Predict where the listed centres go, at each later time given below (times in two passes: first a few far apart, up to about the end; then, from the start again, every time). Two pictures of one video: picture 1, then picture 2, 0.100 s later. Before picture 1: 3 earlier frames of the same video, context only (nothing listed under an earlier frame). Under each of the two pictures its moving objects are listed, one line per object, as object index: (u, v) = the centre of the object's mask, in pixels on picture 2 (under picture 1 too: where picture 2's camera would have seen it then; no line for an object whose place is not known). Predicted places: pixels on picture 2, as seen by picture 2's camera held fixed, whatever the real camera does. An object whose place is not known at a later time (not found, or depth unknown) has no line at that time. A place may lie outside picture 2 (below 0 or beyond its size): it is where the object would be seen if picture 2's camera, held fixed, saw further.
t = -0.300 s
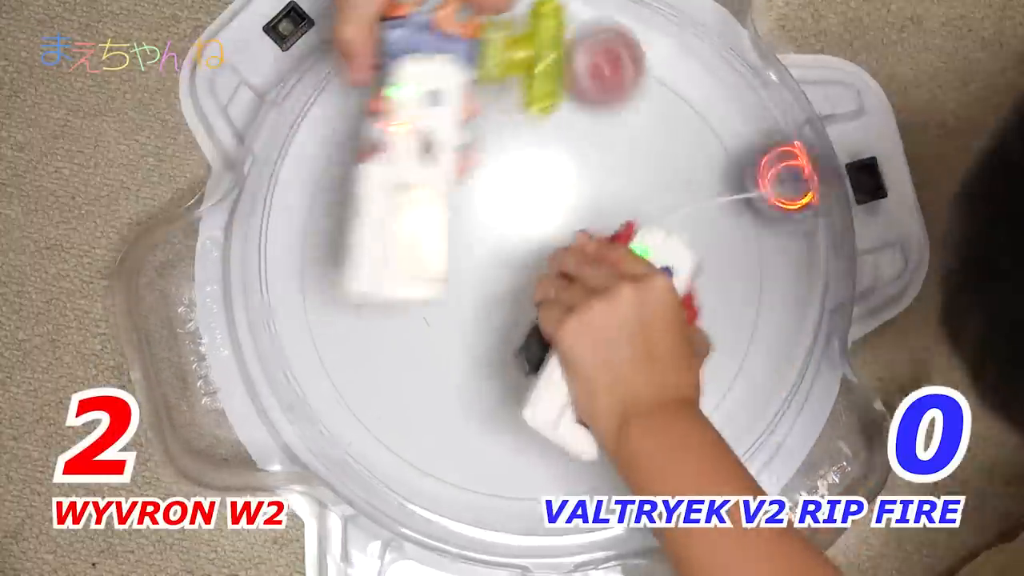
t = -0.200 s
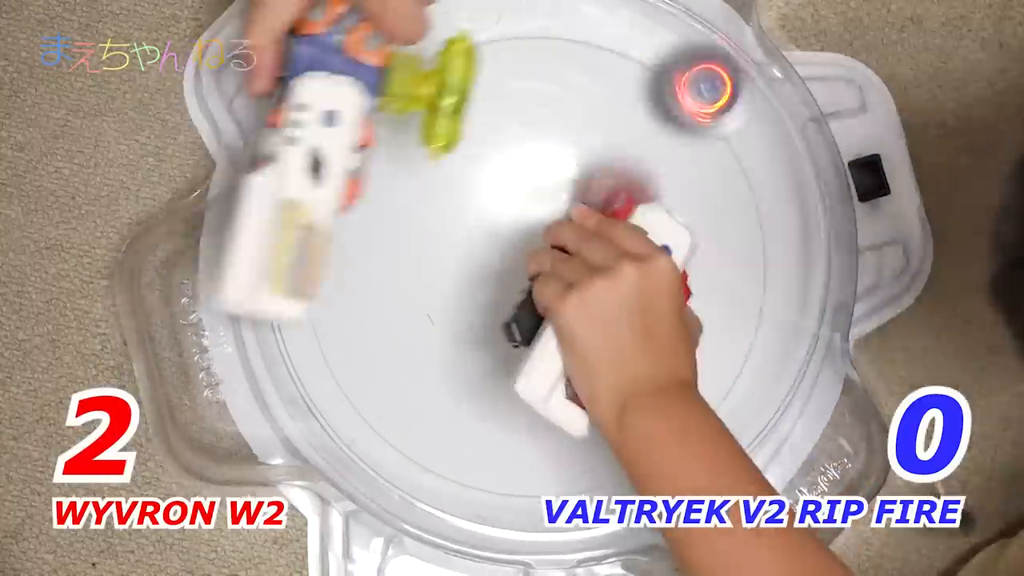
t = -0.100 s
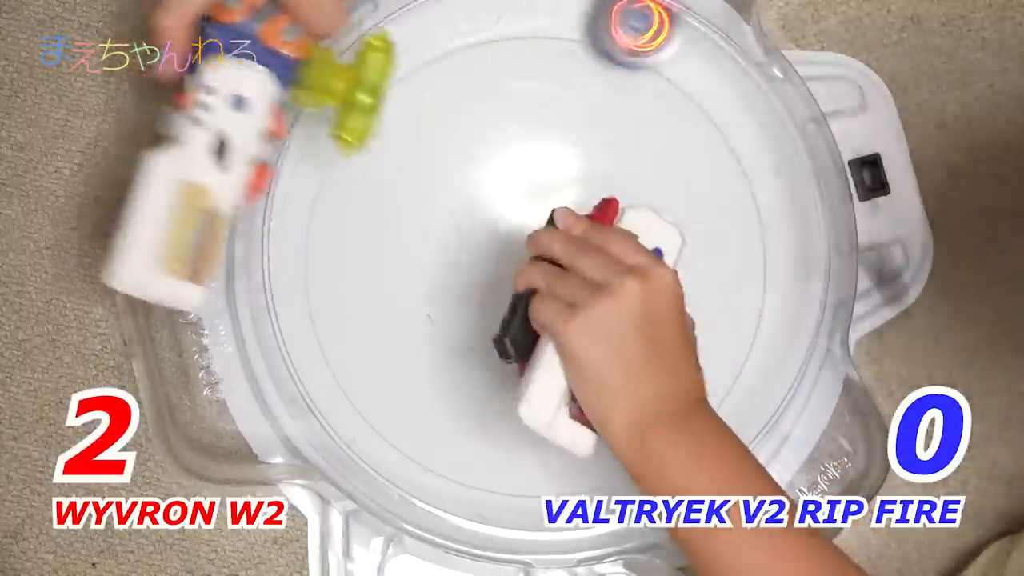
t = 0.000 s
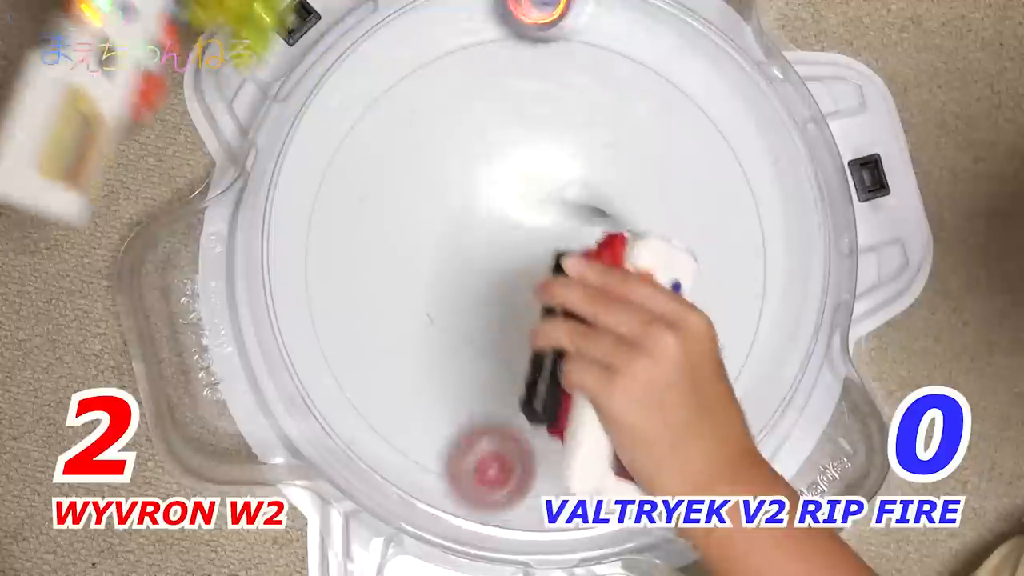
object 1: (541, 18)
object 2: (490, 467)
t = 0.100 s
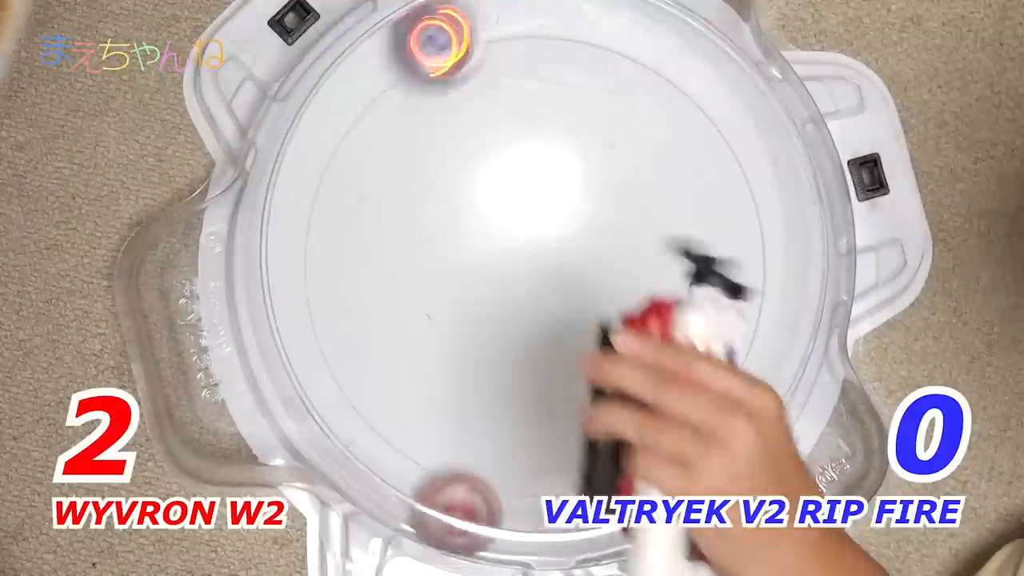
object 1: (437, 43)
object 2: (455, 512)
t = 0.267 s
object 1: (312, 261)
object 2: (495, 408)
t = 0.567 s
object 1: (675, 429)
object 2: (660, 171)
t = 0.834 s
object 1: (694, 105)
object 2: (539, 66)
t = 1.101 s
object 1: (456, 162)
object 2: (357, 266)
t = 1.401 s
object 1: (494, 359)
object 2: (639, 474)
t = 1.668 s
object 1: (699, 241)
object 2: (771, 369)
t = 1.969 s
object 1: (474, 52)
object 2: (684, 207)
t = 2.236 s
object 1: (358, 382)
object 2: (460, 232)
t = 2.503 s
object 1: (745, 367)
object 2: (439, 412)
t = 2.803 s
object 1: (627, 22)
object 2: (574, 378)
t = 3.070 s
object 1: (408, 200)
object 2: (531, 235)
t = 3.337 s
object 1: (566, 415)
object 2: (408, 223)
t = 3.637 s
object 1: (750, 227)
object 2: (446, 287)
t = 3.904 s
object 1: (534, 90)
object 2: (525, 263)
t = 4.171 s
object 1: (383, 306)
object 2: (559, 219)
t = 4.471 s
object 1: (589, 456)
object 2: (561, 211)
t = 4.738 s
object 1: (708, 250)
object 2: (562, 228)
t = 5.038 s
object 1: (462, 129)
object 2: (570, 259)
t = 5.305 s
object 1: (346, 319)
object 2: (570, 282)
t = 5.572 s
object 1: (540, 435)
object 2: (560, 298)
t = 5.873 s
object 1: (657, 203)
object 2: (540, 301)
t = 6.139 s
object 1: (474, 83)
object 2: (514, 297)
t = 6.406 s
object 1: (355, 257)
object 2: (496, 286)
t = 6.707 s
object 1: (579, 380)
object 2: (490, 267)
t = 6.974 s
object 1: (702, 207)
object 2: (499, 247)
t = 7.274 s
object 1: (521, 87)
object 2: (515, 231)
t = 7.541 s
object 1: (414, 275)
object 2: (538, 224)
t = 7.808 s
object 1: (574, 409)
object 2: (556, 231)
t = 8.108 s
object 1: (704, 255)
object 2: (567, 250)
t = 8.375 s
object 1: (537, 142)
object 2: (567, 273)
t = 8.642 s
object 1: (395, 273)
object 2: (556, 290)
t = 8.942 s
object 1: (517, 425)
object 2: (536, 296)
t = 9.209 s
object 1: (647, 293)
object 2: (519, 291)
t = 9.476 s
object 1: (547, 135)
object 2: (506, 278)
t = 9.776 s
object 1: (379, 211)
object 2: (505, 258)
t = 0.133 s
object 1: (403, 72)
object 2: (457, 499)
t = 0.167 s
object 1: (369, 109)
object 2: (463, 483)
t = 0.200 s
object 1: (344, 157)
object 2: (470, 465)
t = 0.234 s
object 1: (323, 206)
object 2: (481, 440)
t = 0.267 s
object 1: (312, 261)
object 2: (495, 408)
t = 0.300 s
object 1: (326, 314)
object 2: (512, 375)
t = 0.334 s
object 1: (344, 364)
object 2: (532, 339)
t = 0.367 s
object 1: (375, 411)
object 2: (553, 306)
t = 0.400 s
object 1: (420, 450)
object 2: (578, 273)
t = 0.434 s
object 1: (473, 475)
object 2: (600, 246)
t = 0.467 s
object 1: (524, 478)
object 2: (622, 223)
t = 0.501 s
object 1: (576, 466)
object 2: (640, 204)
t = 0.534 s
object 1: (633, 458)
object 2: (652, 187)
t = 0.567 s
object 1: (675, 429)
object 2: (660, 171)
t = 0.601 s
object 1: (710, 390)
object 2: (663, 153)
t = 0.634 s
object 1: (741, 343)
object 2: (663, 135)
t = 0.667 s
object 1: (755, 293)
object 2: (659, 121)
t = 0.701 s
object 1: (758, 244)
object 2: (652, 109)
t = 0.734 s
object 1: (746, 186)
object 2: (642, 100)
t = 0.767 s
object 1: (720, 141)
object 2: (630, 95)
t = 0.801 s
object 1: (704, 116)
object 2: (593, 82)
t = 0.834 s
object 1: (694, 105)
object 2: (539, 66)
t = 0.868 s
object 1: (679, 101)
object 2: (489, 60)
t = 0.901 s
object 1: (656, 103)
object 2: (444, 64)
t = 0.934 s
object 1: (625, 106)
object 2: (406, 83)
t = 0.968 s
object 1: (590, 109)
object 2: (380, 112)
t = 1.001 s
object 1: (556, 112)
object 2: (363, 146)
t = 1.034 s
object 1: (520, 121)
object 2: (354, 184)
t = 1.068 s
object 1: (483, 137)
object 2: (353, 224)
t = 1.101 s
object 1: (456, 162)
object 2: (357, 266)
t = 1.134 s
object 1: (431, 195)
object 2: (370, 304)
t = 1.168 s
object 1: (416, 229)
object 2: (390, 341)
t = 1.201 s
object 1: (409, 268)
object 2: (413, 372)
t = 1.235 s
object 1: (412, 305)
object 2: (440, 401)
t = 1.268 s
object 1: (418, 320)
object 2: (477, 446)
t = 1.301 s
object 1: (428, 329)
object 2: (517, 481)
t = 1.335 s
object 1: (444, 339)
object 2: (555, 479)
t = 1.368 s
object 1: (466, 350)
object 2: (601, 474)
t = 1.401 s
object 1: (494, 359)
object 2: (639, 474)
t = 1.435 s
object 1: (526, 364)
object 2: (669, 472)
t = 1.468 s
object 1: (556, 365)
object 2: (697, 469)
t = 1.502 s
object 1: (591, 357)
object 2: (720, 464)
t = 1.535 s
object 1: (621, 345)
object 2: (734, 452)
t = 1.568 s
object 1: (648, 327)
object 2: (747, 432)
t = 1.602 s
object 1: (670, 303)
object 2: (758, 411)
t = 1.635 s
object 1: (686, 275)
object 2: (765, 391)
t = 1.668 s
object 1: (699, 241)
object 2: (771, 369)
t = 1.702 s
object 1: (703, 206)
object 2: (775, 349)
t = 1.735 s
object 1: (699, 173)
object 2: (776, 329)
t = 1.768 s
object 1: (685, 134)
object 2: (774, 309)
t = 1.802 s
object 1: (667, 104)
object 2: (771, 292)
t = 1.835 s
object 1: (638, 78)
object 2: (762, 275)
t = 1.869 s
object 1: (602, 57)
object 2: (748, 256)
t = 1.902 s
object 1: (561, 45)
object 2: (730, 239)
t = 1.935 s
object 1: (519, 43)
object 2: (708, 222)
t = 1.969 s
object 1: (474, 52)
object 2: (684, 207)
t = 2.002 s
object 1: (433, 68)
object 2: (657, 194)
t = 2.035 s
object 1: (394, 98)
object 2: (628, 186)
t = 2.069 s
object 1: (363, 134)
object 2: (598, 182)
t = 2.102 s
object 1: (340, 181)
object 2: (568, 184)
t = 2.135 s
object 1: (329, 227)
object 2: (538, 189)
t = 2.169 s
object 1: (329, 278)
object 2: (508, 199)
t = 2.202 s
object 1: (339, 331)
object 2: (482, 215)
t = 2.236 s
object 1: (358, 382)
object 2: (460, 232)
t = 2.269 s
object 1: (385, 422)
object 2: (441, 253)
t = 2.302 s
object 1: (433, 463)
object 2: (427, 277)
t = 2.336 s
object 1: (488, 485)
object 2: (418, 301)
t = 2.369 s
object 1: (532, 483)
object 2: (413, 326)
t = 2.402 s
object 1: (596, 467)
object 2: (413, 350)
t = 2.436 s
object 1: (657, 451)
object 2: (417, 373)
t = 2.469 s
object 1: (707, 414)
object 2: (426, 395)
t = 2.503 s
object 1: (745, 367)
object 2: (439, 412)
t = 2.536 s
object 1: (773, 316)
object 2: (456, 426)
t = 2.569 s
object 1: (788, 267)
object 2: (475, 436)
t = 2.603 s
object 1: (784, 218)
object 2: (493, 439)
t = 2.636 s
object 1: (774, 172)
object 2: (510, 437)
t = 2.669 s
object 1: (754, 132)
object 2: (528, 431)
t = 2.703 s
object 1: (729, 92)
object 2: (543, 422)
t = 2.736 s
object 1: (696, 63)
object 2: (555, 410)
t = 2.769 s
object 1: (663, 34)
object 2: (567, 394)
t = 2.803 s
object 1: (627, 22)
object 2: (574, 378)
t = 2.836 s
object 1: (588, 13)
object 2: (577, 360)
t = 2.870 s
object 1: (545, 9)
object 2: (579, 342)
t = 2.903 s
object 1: (507, 12)
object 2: (577, 322)
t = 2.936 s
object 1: (483, 36)
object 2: (573, 303)
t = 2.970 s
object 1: (461, 68)
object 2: (566, 285)
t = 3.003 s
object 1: (441, 111)
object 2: (557, 267)
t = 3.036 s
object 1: (420, 158)
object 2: (545, 250)
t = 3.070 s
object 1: (408, 200)
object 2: (531, 235)
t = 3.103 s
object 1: (404, 242)
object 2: (515, 223)
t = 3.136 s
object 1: (409, 282)
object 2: (499, 212)
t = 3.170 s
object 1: (422, 319)
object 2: (480, 205)
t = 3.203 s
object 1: (444, 352)
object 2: (463, 202)
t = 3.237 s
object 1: (470, 377)
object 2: (446, 202)
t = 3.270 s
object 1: (500, 398)
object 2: (432, 206)
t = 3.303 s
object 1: (533, 410)
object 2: (419, 213)
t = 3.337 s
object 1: (566, 415)
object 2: (408, 223)
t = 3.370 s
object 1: (598, 413)
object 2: (401, 233)
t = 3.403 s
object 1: (630, 406)
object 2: (400, 244)
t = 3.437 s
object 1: (661, 393)
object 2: (402, 254)
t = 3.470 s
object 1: (688, 374)
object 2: (405, 264)
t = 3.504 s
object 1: (712, 350)
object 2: (411, 272)
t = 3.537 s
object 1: (731, 323)
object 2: (418, 278)
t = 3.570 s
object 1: (744, 293)
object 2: (427, 283)
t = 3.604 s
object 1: (751, 259)
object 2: (436, 286)
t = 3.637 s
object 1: (750, 227)
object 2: (446, 287)
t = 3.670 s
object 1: (743, 194)
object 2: (457, 288)
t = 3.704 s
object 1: (727, 164)
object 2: (468, 287)
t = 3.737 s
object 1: (706, 136)
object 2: (480, 285)
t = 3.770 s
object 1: (678, 113)
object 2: (491, 282)
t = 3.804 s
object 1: (644, 97)
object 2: (500, 278)
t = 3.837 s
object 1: (610, 88)
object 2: (508, 273)
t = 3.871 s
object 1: (572, 86)
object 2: (517, 268)
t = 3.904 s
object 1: (534, 90)
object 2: (525, 263)
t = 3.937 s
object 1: (498, 103)
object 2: (531, 257)
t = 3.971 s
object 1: (466, 120)
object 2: (537, 251)
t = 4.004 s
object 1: (437, 143)
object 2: (543, 244)
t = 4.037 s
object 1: (413, 173)
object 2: (548, 238)
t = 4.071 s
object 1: (398, 203)
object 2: (552, 232)
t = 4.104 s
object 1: (387, 236)
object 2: (555, 227)
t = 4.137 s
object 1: (382, 271)
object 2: (557, 223)
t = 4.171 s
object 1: (383, 306)
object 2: (559, 219)
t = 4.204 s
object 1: (390, 340)
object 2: (560, 216)
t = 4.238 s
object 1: (403, 372)
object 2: (561, 213)
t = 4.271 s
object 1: (421, 400)
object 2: (561, 211)
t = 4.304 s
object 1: (442, 424)
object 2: (561, 210)
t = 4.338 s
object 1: (469, 443)
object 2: (561, 209)
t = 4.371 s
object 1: (499, 456)
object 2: (561, 209)
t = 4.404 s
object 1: (526, 462)
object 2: (561, 209)
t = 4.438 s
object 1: (560, 459)
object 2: (561, 210)
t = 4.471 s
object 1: (589, 456)
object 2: (561, 211)
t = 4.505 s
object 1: (622, 449)
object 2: (561, 213)
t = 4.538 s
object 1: (648, 432)
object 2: (561, 214)
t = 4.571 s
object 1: (674, 409)
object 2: (561, 216)
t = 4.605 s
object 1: (693, 382)
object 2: (560, 218)
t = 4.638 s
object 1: (702, 353)
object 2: (560, 220)
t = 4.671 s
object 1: (712, 317)
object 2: (561, 222)
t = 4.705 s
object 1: (714, 285)
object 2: (562, 225)
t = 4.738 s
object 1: (708, 250)
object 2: (562, 228)
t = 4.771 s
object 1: (693, 219)
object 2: (563, 231)
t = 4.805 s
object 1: (671, 192)
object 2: (564, 234)
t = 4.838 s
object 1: (648, 167)
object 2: (565, 237)
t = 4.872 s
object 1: (626, 147)
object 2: (566, 241)
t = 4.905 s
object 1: (593, 130)
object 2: (567, 245)
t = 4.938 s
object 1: (561, 121)
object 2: (568, 248)
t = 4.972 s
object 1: (528, 118)
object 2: (569, 252)
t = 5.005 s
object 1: (492, 121)
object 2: (570, 256)
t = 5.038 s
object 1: (462, 129)
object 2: (570, 259)
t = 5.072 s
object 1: (434, 140)
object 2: (570, 262)
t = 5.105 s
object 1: (408, 157)
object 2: (570, 264)
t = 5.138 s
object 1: (384, 179)
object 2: (571, 266)
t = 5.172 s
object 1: (366, 203)
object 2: (571, 269)
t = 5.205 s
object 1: (353, 229)
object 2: (571, 272)
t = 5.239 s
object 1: (345, 258)
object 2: (571, 276)
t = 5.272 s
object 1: (343, 288)
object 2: (571, 279)
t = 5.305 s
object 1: (346, 319)
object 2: (570, 282)
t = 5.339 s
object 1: (357, 349)
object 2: (569, 284)
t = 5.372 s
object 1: (371, 374)
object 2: (569, 287)
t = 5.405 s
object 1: (390, 398)
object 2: (568, 289)
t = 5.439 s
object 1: (415, 419)
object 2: (566, 291)
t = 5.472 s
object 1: (442, 433)
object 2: (565, 293)
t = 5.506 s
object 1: (475, 441)
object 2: (564, 295)
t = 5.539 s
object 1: (509, 442)
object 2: (562, 297)
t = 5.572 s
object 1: (540, 435)
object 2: (560, 298)
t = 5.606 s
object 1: (574, 423)
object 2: (559, 299)
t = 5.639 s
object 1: (601, 404)
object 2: (556, 300)
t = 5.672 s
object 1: (624, 381)
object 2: (555, 300)
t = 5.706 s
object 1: (643, 353)
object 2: (552, 301)
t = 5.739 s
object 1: (657, 324)
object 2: (550, 301)
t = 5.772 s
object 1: (665, 294)
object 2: (548, 301)
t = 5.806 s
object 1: (667, 262)
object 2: (545, 301)
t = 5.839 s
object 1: (665, 232)
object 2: (542, 301)
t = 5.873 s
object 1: (657, 203)
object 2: (540, 301)
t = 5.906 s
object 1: (641, 173)
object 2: (536, 301)
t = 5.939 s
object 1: (629, 149)
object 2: (533, 301)
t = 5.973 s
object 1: (609, 126)
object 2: (530, 300)
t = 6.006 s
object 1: (584, 109)
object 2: (527, 300)
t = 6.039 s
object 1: (557, 95)
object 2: (523, 299)
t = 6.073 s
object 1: (532, 86)
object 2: (520, 299)
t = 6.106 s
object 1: (502, 81)
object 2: (517, 298)
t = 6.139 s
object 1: (474, 83)
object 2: (514, 297)
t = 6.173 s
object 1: (448, 89)
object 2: (512, 296)
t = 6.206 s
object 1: (421, 102)
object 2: (509, 295)
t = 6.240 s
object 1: (399, 119)
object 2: (506, 294)
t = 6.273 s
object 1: (379, 140)
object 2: (504, 292)
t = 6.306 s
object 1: (363, 166)
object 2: (502, 291)
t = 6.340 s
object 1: (354, 195)
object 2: (500, 289)
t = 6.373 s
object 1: (350, 226)
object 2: (497, 287)
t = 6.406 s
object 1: (355, 257)
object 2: (496, 286)
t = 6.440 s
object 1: (365, 287)
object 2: (494, 283)
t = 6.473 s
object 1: (382, 315)
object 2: (493, 282)
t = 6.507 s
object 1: (402, 340)
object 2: (492, 280)
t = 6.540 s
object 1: (426, 360)
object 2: (491, 277)
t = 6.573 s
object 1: (457, 376)
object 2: (491, 276)
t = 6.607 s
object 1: (486, 385)
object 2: (490, 274)
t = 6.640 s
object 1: (516, 388)
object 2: (490, 271)
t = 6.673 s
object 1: (549, 386)
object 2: (490, 269)
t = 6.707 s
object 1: (579, 380)
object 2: (490, 267)
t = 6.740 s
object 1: (607, 368)
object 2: (491, 265)
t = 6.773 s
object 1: (633, 351)
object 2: (492, 262)
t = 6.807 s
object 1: (652, 333)
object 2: (493, 260)
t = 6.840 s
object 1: (670, 312)
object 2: (493, 258)
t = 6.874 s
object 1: (683, 286)
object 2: (494, 256)
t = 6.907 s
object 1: (693, 262)
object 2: (495, 253)
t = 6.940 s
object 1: (699, 235)
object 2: (496, 250)
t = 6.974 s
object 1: (702, 207)
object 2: (499, 247)
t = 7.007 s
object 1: (695, 182)
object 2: (500, 245)
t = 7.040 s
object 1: (684, 158)
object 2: (501, 243)
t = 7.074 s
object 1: (670, 137)
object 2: (502, 241)
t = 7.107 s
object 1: (653, 115)
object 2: (504, 238)
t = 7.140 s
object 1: (632, 99)
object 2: (506, 236)
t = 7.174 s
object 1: (605, 89)
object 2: (508, 235)
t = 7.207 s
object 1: (577, 83)
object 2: (511, 233)
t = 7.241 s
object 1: (549, 82)
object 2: (512, 231)
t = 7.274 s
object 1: (521, 87)
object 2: (515, 231)
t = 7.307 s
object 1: (494, 99)
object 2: (518, 230)
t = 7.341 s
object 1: (470, 112)
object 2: (521, 229)
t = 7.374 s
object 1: (447, 135)
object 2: (524, 227)
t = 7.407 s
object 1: (431, 158)
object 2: (526, 227)
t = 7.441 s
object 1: (418, 187)
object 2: (529, 226)
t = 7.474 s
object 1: (411, 217)
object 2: (532, 225)
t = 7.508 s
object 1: (410, 245)
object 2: (536, 225)
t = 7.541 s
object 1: (414, 275)
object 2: (538, 224)
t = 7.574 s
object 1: (423, 302)
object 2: (541, 225)
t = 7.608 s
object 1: (436, 329)
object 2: (544, 225)
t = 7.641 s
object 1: (454, 354)
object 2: (546, 226)
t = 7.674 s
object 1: (475, 374)
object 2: (548, 226)
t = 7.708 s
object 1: (497, 391)
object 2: (551, 227)
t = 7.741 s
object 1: (523, 401)
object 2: (553, 228)
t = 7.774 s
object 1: (548, 408)
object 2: (553, 230)
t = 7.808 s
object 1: (574, 409)
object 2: (556, 231)
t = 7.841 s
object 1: (598, 406)
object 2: (557, 233)
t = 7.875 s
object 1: (624, 400)
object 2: (560, 234)
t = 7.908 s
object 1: (643, 388)
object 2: (560, 236)
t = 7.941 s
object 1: (666, 373)
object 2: (562, 239)
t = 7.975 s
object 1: (682, 354)
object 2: (564, 241)
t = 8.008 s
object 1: (695, 331)
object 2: (565, 243)
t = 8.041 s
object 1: (705, 306)
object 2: (566, 245)
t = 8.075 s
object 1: (707, 282)
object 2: (567, 248)
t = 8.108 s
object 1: (704, 255)
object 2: (567, 250)
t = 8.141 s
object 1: (696, 231)
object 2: (568, 253)
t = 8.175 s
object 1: (683, 205)
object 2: (569, 256)
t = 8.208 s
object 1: (666, 186)
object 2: (569, 259)
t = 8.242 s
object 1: (645, 168)
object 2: (569, 262)
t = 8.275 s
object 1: (622, 156)
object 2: (568, 265)
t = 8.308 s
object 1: (595, 145)
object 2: (568, 268)
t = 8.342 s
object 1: (565, 142)
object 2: (568, 270)
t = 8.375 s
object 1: (537, 142)
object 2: (567, 273)
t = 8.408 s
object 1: (509, 147)
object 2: (566, 275)
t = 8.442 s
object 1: (483, 157)
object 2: (566, 278)
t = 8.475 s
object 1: (459, 170)
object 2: (564, 280)
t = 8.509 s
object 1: (440, 185)
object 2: (563, 282)
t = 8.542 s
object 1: (421, 206)
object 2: (562, 284)
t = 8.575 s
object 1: (411, 226)
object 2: (560, 286)
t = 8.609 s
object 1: (399, 252)
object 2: (558, 288)
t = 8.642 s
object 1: (395, 273)
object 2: (556, 290)
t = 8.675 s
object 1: (394, 299)
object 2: (554, 291)
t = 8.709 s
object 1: (397, 323)
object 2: (552, 293)
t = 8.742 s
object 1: (404, 346)
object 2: (550, 294)
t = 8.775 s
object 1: (414, 367)
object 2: (548, 294)
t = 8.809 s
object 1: (429, 387)
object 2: (545, 295)
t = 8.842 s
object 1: (448, 403)
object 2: (543, 296)
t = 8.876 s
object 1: (469, 415)
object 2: (541, 296)
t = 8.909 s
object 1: (492, 422)
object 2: (538, 296)
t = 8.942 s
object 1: (517, 425)
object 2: (536, 296)
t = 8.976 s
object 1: (541, 421)
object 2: (534, 296)
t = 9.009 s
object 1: (566, 414)
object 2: (531, 296)
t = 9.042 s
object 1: (588, 402)
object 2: (529, 296)
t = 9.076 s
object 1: (609, 385)
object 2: (528, 295)
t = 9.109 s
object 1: (624, 366)
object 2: (525, 294)
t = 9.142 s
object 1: (637, 342)
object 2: (523, 293)
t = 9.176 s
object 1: (644, 318)
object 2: (521, 292)
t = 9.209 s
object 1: (647, 293)
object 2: (519, 291)
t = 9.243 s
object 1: (648, 267)
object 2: (518, 290)
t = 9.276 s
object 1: (641, 242)
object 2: (516, 288)
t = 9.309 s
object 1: (633, 218)
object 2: (514, 287)
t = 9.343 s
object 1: (620, 196)
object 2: (513, 286)
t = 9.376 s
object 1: (608, 177)
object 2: (511, 284)
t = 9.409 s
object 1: (590, 160)
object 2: (509, 282)
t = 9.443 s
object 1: (571, 146)
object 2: (508, 280)
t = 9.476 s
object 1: (547, 135)
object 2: (506, 278)
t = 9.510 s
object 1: (525, 128)
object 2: (506, 276)
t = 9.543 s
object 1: (502, 125)
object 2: (505, 274)
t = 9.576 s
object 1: (478, 127)
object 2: (505, 272)
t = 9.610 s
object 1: (455, 131)
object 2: (505, 269)
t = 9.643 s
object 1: (434, 140)
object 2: (505, 267)
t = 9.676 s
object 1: (416, 153)
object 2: (505, 264)
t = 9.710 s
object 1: (401, 169)
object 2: (503, 262)
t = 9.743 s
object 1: (387, 189)
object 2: (504, 260)
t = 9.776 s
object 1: (379, 211)
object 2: (505, 258)
